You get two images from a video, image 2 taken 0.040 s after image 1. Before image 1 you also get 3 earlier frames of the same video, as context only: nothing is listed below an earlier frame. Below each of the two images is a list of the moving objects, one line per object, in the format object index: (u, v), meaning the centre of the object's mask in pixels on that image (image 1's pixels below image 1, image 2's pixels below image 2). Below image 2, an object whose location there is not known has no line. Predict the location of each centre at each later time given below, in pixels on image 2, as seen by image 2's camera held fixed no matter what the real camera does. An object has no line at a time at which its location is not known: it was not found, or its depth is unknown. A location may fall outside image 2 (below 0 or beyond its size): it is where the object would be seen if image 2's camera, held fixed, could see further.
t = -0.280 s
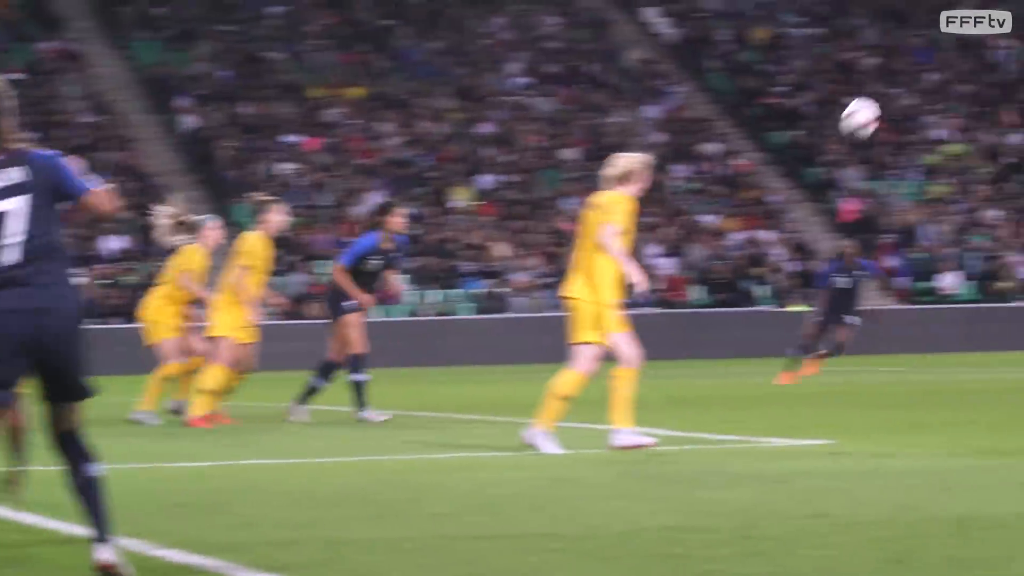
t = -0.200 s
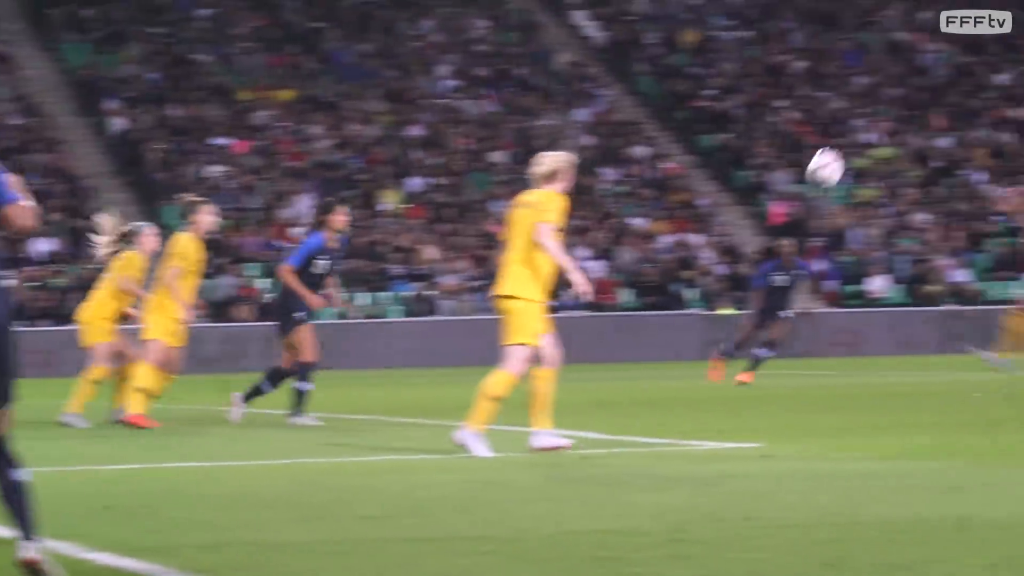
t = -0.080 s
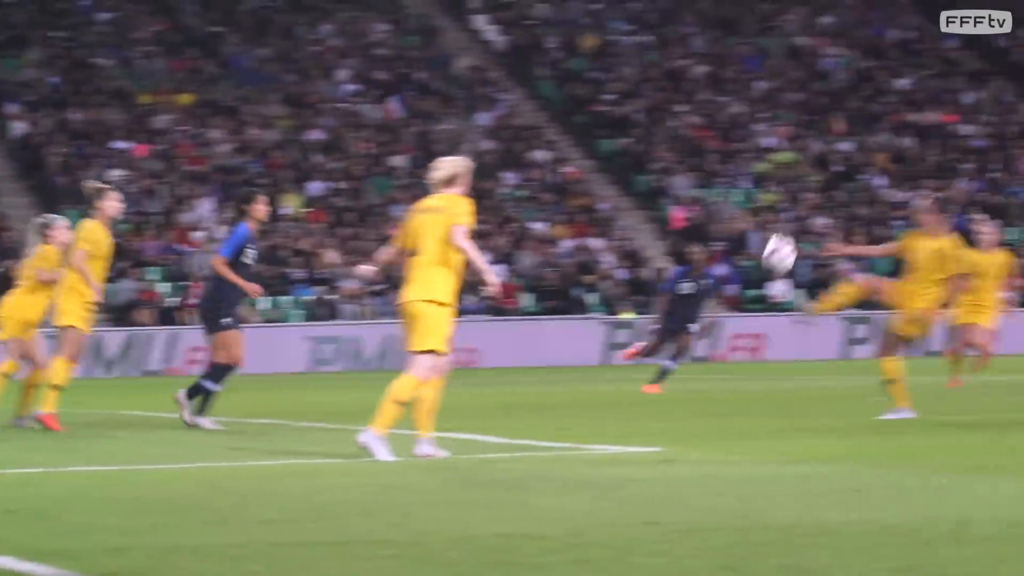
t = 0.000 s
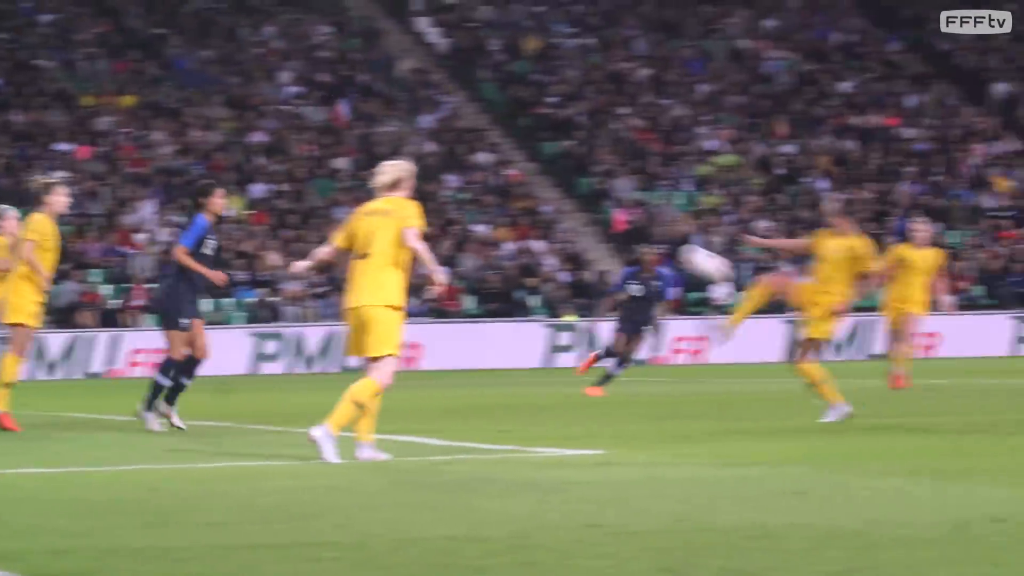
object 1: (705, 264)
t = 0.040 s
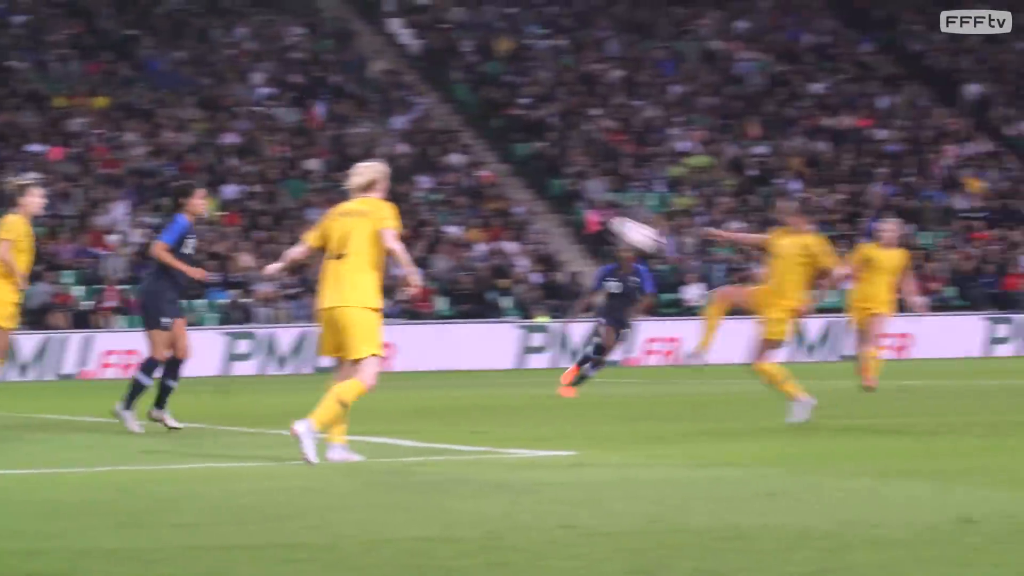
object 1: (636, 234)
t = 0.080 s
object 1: (589, 208)
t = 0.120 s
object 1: (549, 183)
